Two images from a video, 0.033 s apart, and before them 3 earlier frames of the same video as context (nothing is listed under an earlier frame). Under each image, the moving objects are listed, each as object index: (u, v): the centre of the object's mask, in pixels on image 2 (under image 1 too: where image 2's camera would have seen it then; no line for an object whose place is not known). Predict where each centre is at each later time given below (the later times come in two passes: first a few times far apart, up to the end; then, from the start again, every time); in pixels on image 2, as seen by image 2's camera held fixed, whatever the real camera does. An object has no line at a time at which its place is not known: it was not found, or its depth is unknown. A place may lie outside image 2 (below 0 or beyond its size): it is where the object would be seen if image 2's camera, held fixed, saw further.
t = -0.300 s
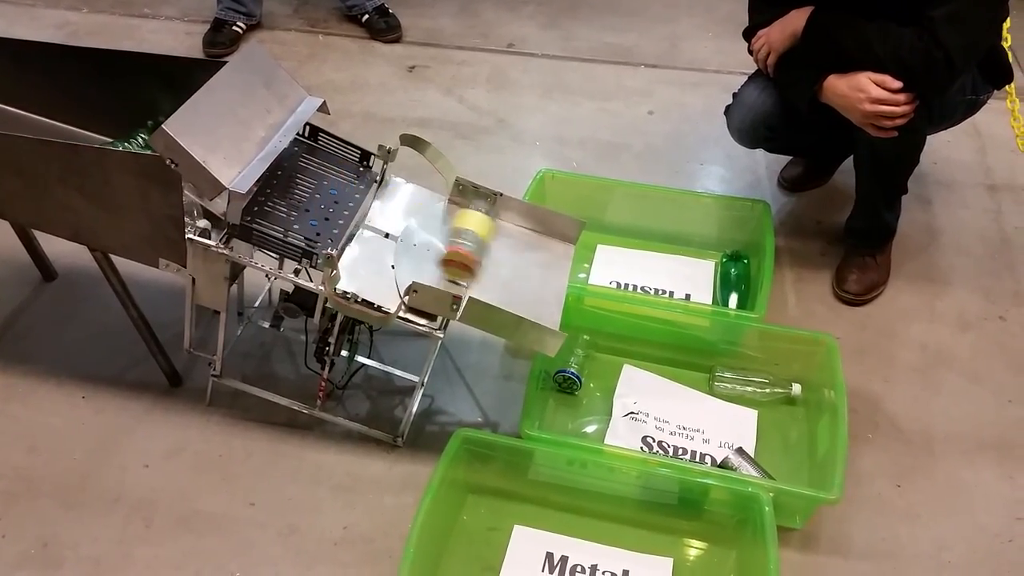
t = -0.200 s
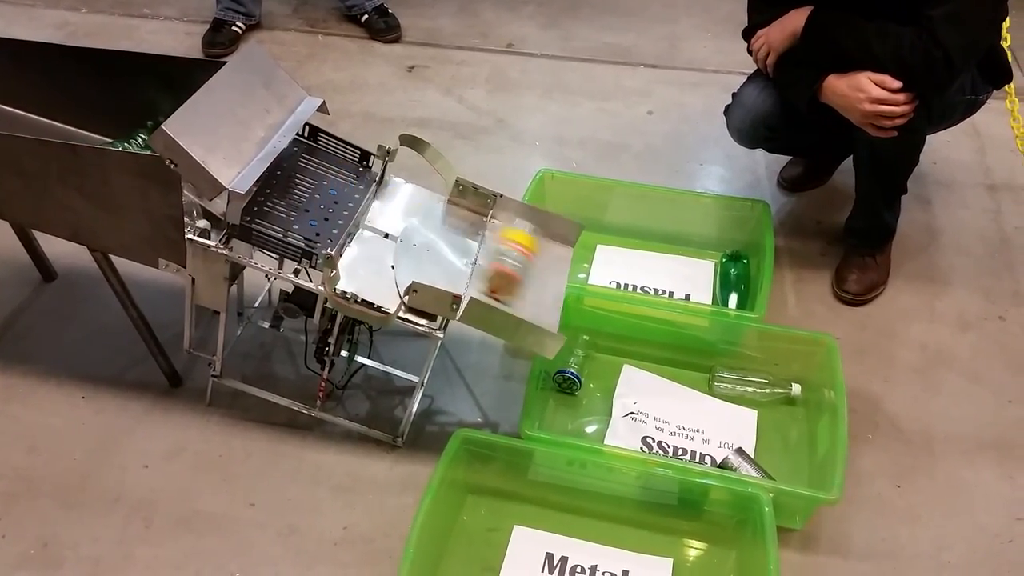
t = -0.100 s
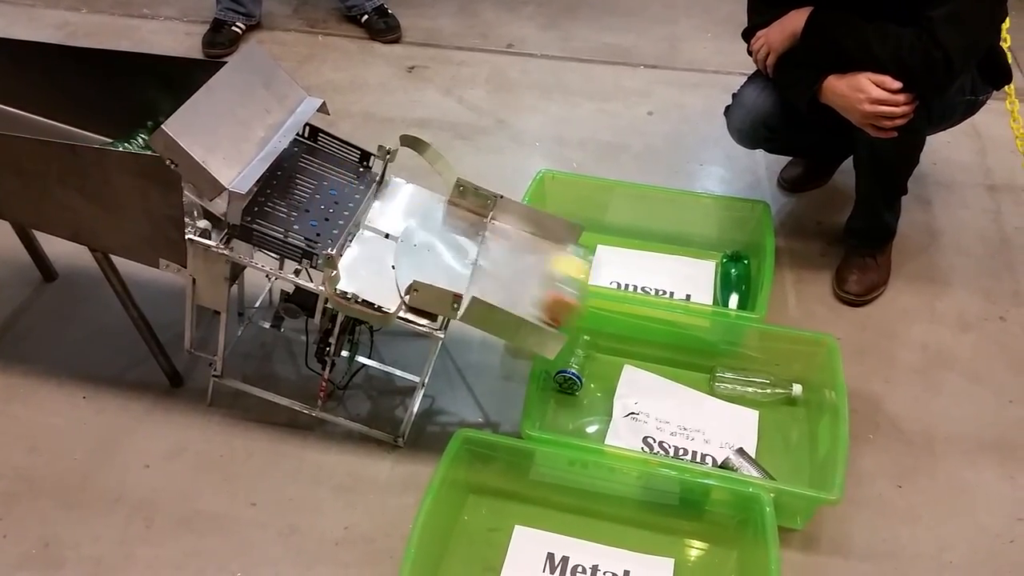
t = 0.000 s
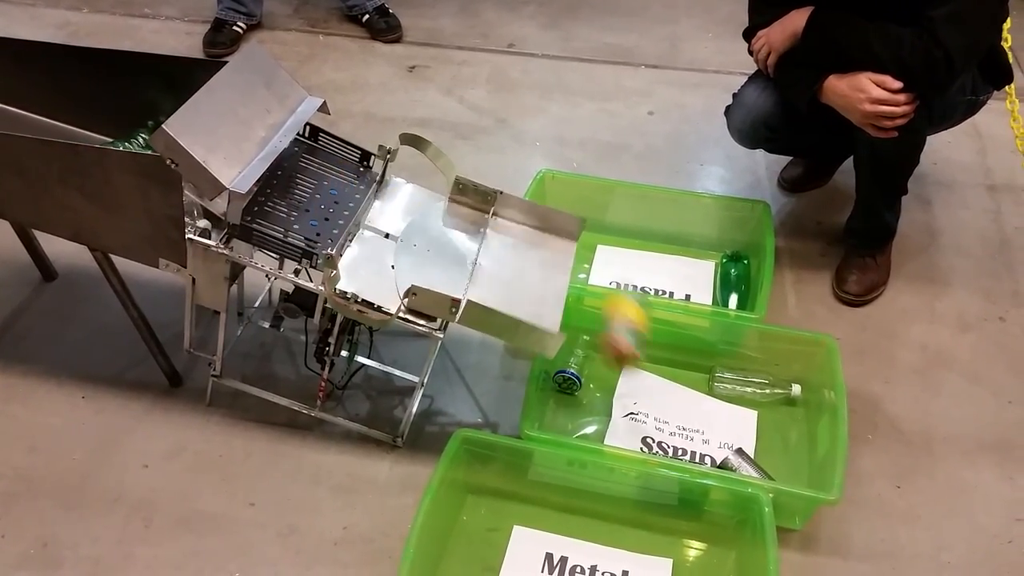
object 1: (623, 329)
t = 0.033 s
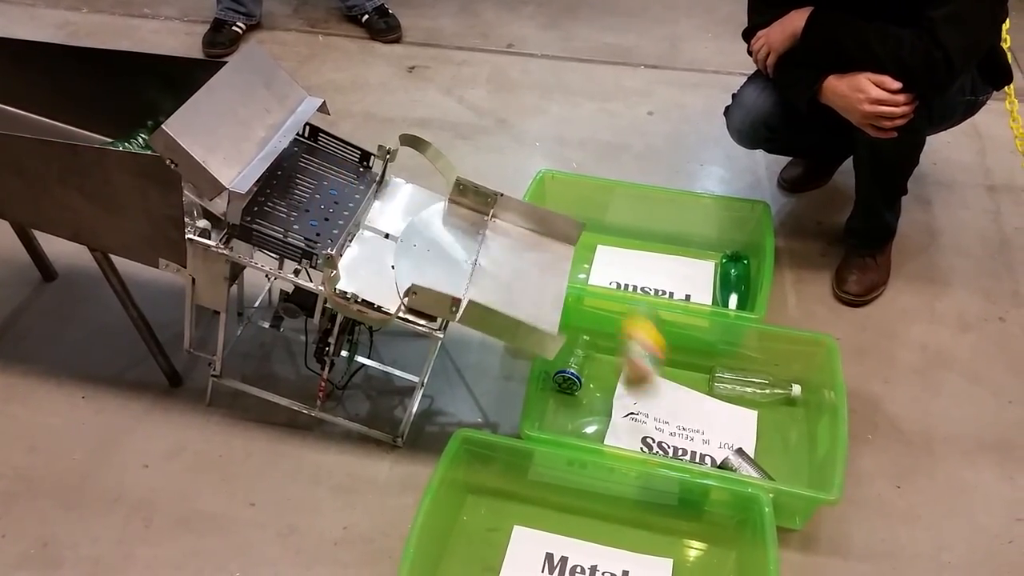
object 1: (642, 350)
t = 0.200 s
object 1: (727, 420)
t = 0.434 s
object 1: (761, 421)
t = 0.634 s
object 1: (743, 438)
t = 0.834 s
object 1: (734, 447)
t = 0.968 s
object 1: (734, 453)
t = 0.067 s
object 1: (657, 377)
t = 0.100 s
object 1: (671, 403)
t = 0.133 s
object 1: (691, 414)
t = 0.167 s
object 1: (710, 416)
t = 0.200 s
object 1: (727, 420)
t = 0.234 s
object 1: (746, 424)
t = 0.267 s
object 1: (761, 432)
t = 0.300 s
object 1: (766, 435)
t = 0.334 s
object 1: (769, 434)
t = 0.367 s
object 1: (770, 431)
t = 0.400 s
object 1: (764, 424)
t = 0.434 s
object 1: (761, 421)
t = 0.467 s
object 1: (755, 422)
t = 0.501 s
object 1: (753, 426)
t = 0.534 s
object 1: (750, 428)
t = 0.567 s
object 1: (746, 433)
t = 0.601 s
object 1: (745, 434)
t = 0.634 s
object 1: (743, 438)
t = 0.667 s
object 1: (741, 439)
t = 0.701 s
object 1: (739, 440)
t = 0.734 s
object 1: (737, 441)
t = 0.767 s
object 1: (736, 443)
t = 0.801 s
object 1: (735, 445)
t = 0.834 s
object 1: (734, 447)
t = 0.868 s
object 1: (734, 449)
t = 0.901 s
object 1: (733, 451)
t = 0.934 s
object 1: (733, 453)
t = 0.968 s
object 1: (734, 453)
